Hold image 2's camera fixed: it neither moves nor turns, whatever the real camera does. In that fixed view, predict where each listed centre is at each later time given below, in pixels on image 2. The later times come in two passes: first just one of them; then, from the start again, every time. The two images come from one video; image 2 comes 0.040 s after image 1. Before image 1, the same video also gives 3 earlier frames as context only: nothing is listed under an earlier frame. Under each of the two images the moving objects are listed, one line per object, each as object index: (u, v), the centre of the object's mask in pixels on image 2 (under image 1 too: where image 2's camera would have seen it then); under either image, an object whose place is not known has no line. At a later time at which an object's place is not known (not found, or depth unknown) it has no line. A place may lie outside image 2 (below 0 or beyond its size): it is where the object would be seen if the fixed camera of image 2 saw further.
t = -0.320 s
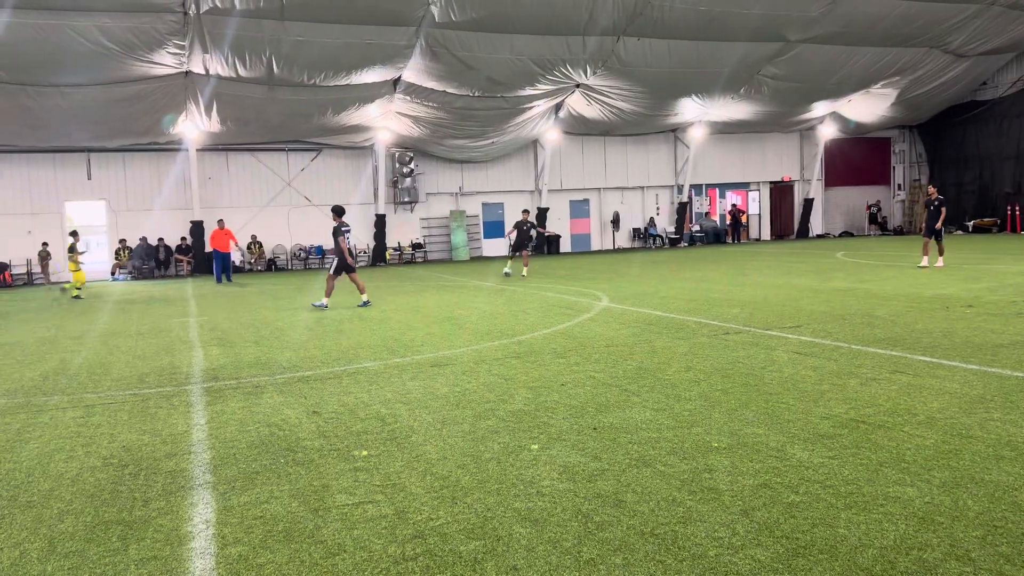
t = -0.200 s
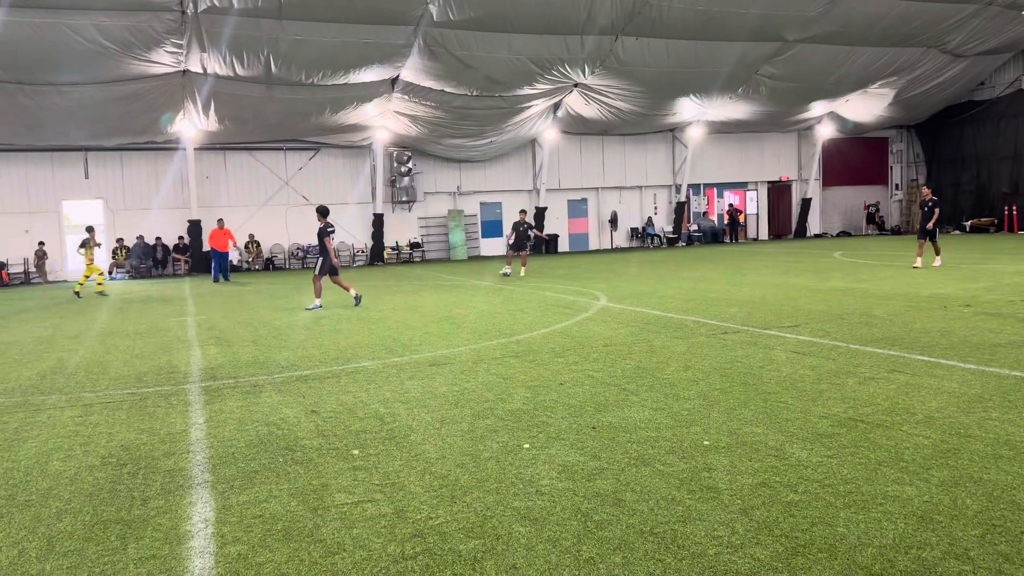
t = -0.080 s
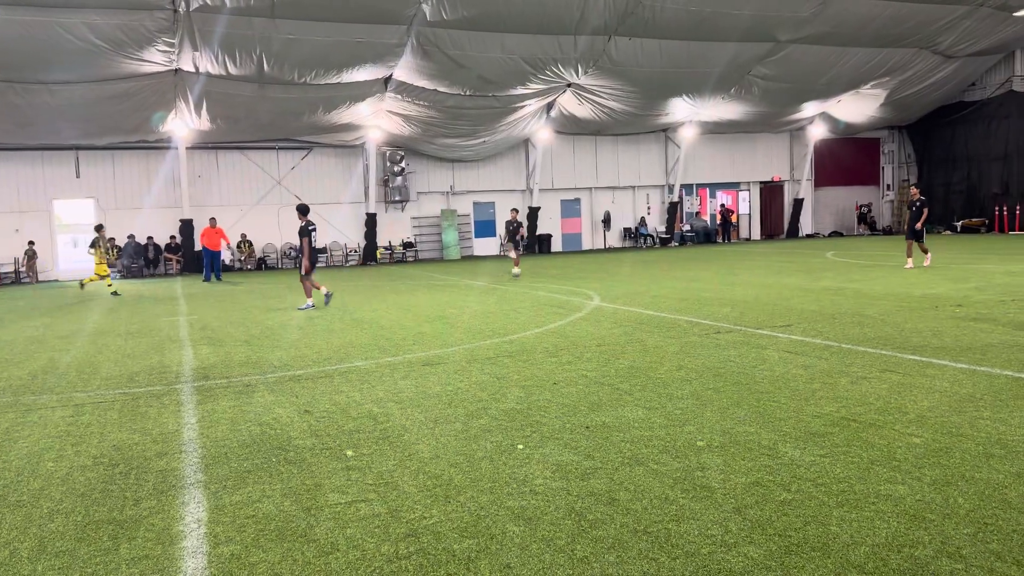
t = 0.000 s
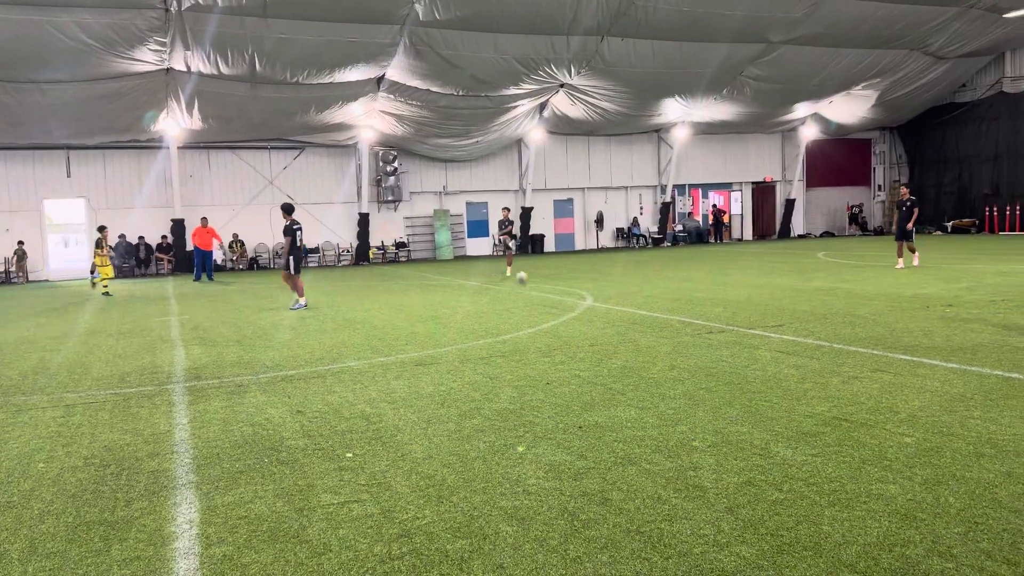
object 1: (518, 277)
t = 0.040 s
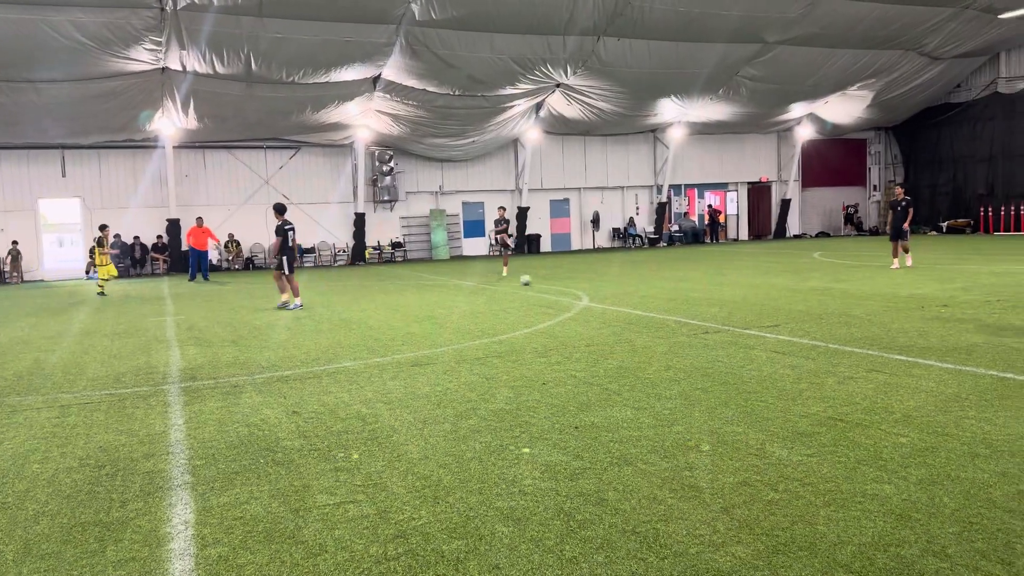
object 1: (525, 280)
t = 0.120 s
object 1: (539, 281)
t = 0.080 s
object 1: (533, 280)
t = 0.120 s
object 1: (539, 281)
